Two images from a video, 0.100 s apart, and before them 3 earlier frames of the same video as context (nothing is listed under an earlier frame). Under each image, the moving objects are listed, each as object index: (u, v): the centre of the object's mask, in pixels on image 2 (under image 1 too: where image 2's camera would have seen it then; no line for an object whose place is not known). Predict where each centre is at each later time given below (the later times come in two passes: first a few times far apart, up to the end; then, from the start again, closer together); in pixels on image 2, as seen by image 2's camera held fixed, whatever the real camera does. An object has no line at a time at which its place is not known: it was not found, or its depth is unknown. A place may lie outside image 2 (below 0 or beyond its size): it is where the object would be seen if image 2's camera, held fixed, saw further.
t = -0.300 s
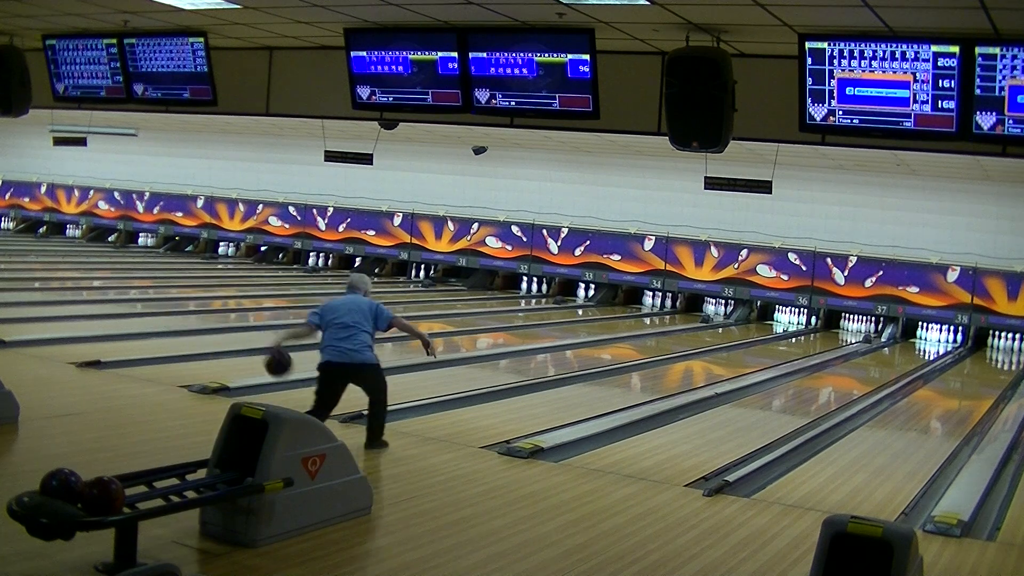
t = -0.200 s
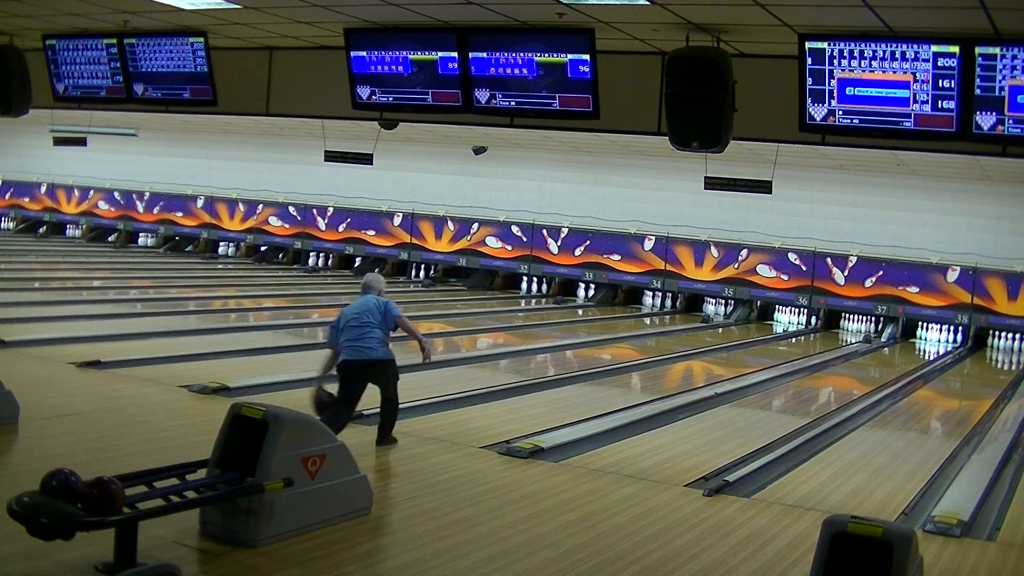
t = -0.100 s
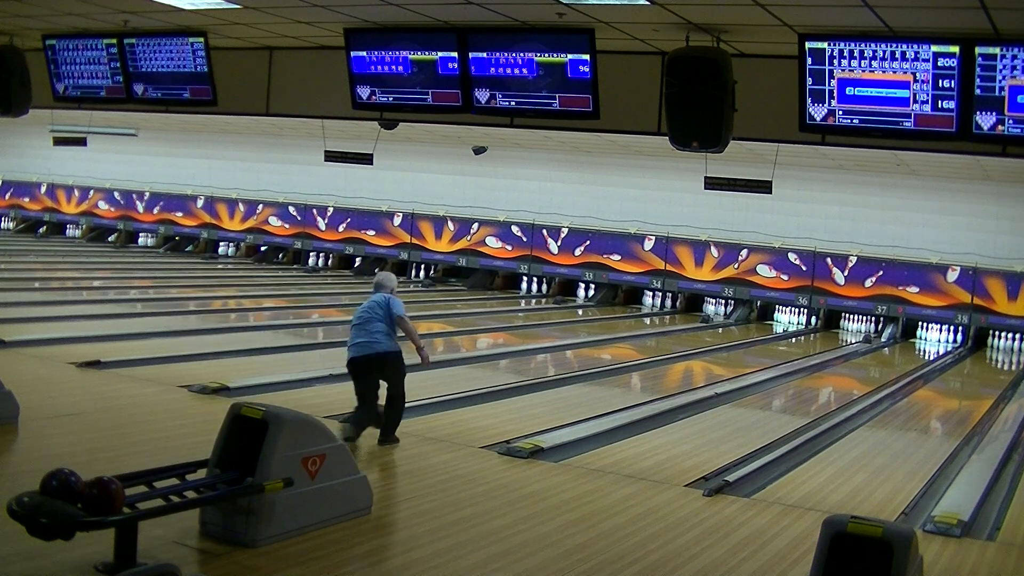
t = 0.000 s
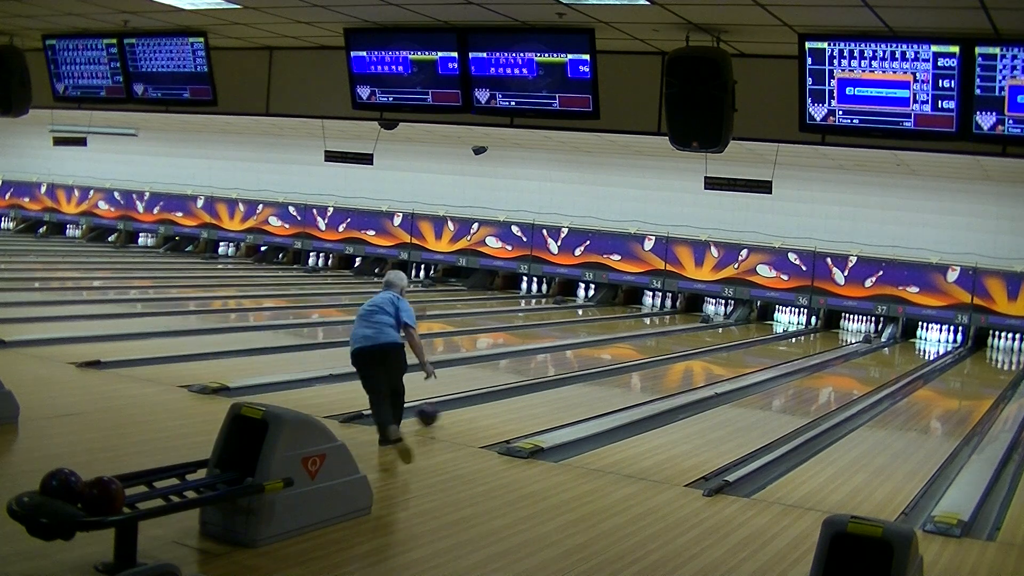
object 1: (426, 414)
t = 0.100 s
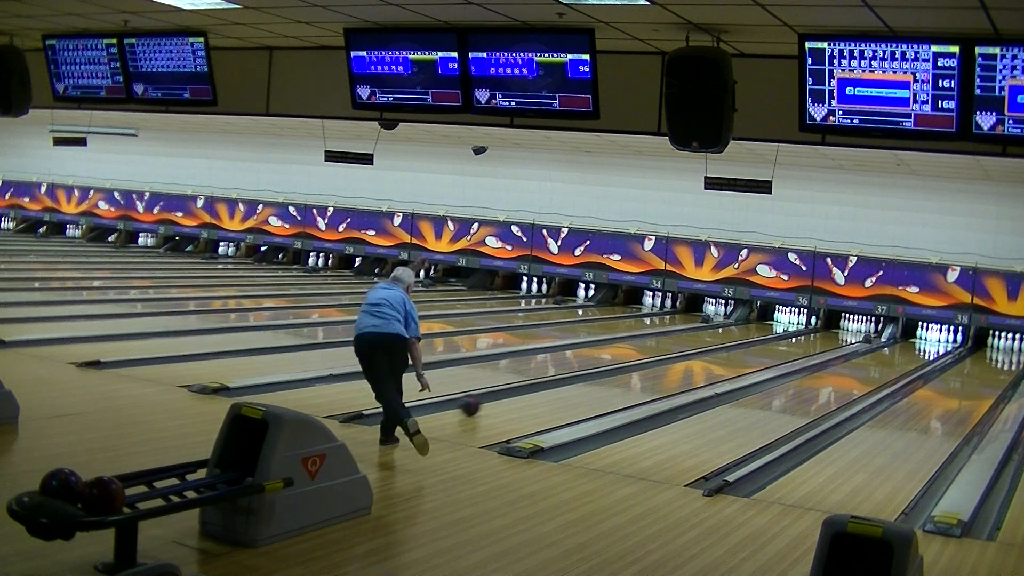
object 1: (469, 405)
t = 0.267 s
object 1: (529, 392)
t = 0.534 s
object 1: (605, 375)
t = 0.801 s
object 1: (663, 364)
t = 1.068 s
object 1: (709, 354)
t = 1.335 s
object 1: (745, 346)
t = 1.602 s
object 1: (775, 340)
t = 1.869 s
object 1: (803, 335)
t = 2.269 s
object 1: (837, 330)
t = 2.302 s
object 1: (840, 329)
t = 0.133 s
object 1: (482, 403)
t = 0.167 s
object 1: (495, 400)
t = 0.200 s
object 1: (506, 398)
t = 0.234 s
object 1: (517, 395)
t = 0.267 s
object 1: (529, 392)
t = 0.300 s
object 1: (540, 389)
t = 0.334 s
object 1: (550, 387)
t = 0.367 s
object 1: (561, 385)
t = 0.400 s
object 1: (570, 383)
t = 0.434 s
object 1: (579, 381)
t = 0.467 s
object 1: (588, 379)
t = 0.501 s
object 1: (597, 377)
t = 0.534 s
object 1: (605, 375)
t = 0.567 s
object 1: (613, 374)
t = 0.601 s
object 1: (621, 372)
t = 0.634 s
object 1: (628, 371)
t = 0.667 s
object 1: (636, 369)
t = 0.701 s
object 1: (642, 368)
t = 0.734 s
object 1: (650, 366)
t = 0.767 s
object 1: (657, 365)
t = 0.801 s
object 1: (663, 364)
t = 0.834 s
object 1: (669, 362)
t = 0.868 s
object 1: (675, 360)
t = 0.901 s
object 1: (681, 359)
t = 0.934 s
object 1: (687, 358)
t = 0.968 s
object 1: (692, 357)
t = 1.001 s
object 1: (698, 356)
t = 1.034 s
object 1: (703, 355)
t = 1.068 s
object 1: (709, 354)
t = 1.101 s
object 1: (714, 353)
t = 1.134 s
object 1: (719, 351)
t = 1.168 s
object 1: (723, 351)
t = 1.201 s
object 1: (728, 350)
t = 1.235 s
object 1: (732, 349)
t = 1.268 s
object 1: (737, 348)
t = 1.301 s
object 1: (741, 347)
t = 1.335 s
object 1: (745, 346)
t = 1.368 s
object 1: (749, 345)
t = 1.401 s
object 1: (753, 344)
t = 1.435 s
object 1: (757, 344)
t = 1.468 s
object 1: (761, 343)
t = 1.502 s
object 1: (764, 342)
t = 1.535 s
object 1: (768, 341)
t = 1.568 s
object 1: (772, 341)
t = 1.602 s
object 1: (775, 340)
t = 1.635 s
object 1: (780, 339)
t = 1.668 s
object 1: (782, 339)
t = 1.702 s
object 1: (786, 338)
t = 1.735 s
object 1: (790, 337)
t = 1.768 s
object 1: (793, 337)
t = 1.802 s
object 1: (797, 336)
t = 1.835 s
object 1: (800, 336)
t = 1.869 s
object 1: (803, 335)
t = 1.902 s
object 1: (805, 334)
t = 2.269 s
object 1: (837, 330)
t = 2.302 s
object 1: (840, 329)
